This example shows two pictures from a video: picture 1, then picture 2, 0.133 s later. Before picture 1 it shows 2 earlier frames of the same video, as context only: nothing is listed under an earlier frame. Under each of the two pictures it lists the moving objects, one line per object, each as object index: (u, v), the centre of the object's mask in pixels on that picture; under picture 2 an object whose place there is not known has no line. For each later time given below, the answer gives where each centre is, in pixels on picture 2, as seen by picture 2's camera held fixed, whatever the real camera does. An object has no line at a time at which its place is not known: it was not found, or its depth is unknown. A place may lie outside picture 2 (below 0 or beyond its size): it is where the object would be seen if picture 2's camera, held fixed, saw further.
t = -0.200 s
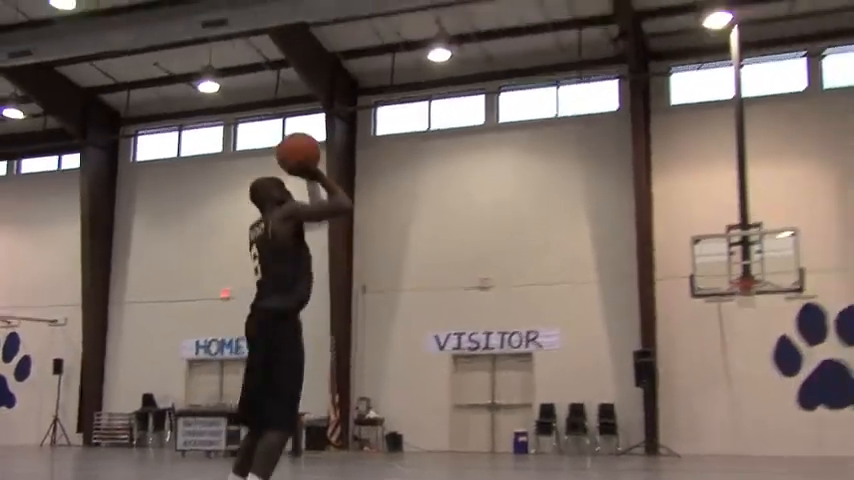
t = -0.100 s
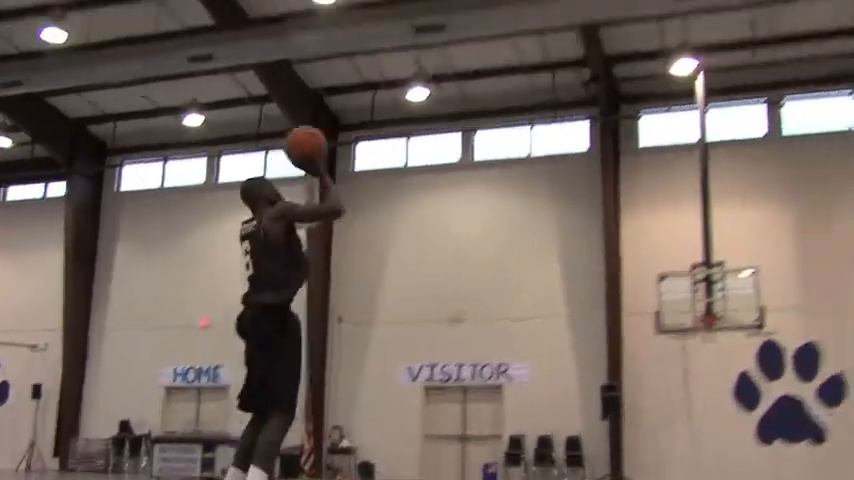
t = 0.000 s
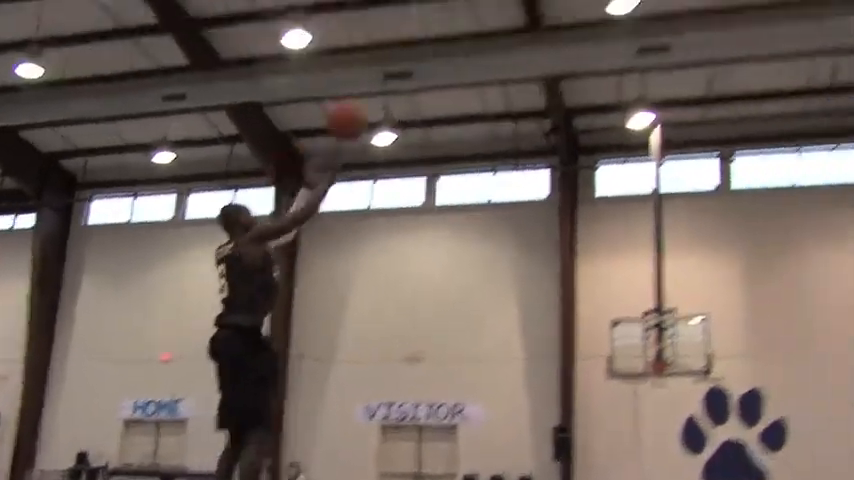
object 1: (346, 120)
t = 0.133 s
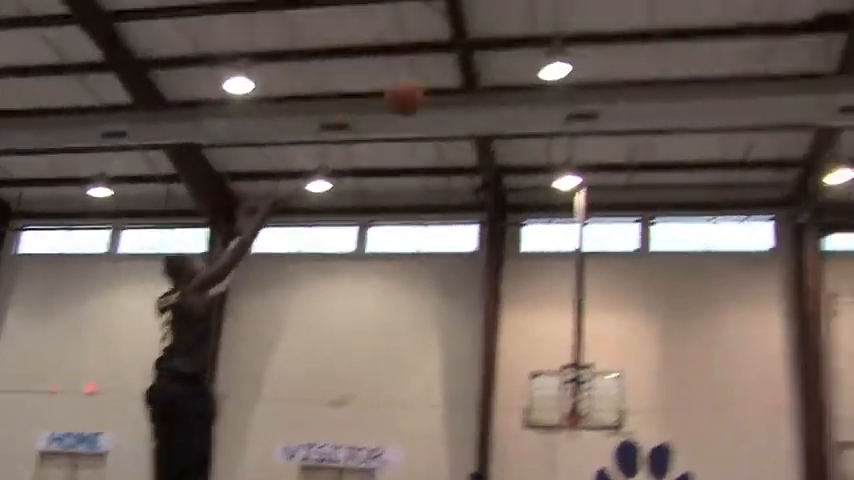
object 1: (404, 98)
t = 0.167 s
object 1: (433, 86)
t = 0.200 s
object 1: (462, 75)
